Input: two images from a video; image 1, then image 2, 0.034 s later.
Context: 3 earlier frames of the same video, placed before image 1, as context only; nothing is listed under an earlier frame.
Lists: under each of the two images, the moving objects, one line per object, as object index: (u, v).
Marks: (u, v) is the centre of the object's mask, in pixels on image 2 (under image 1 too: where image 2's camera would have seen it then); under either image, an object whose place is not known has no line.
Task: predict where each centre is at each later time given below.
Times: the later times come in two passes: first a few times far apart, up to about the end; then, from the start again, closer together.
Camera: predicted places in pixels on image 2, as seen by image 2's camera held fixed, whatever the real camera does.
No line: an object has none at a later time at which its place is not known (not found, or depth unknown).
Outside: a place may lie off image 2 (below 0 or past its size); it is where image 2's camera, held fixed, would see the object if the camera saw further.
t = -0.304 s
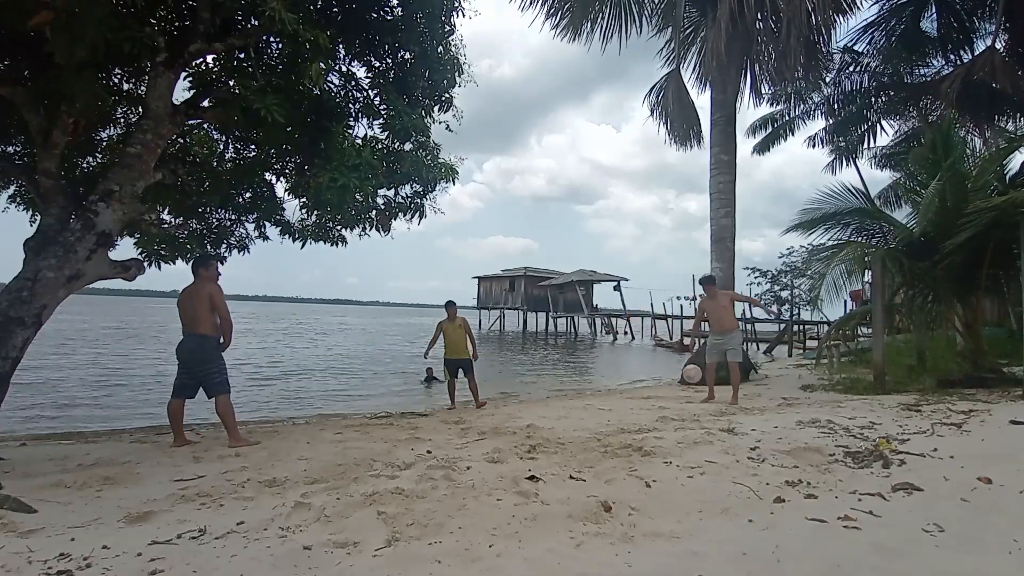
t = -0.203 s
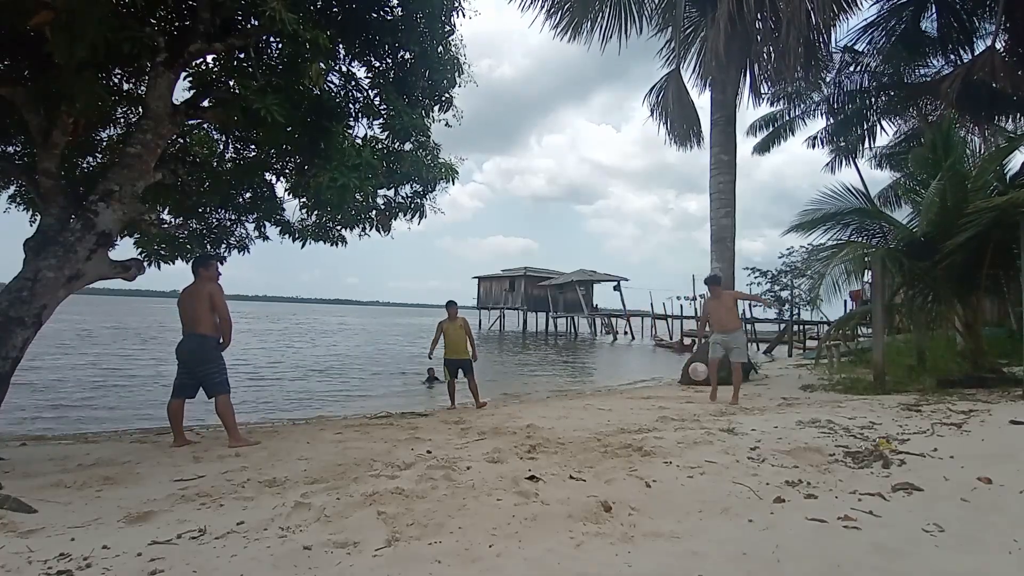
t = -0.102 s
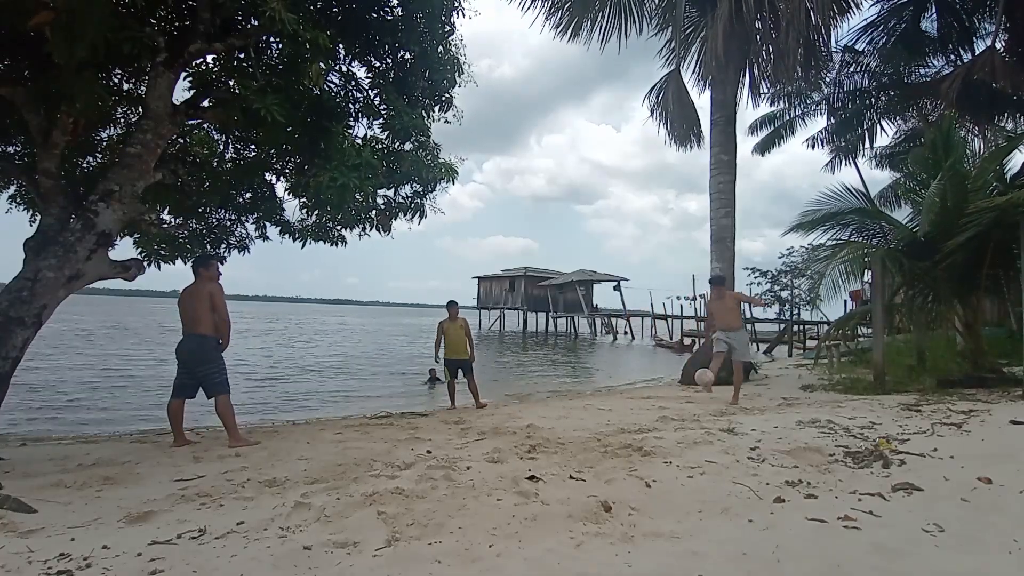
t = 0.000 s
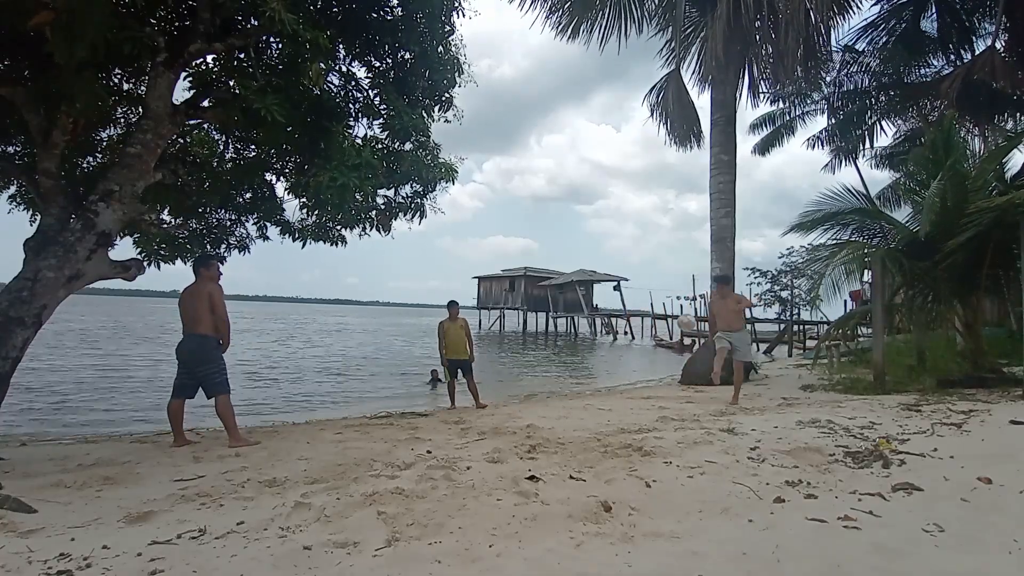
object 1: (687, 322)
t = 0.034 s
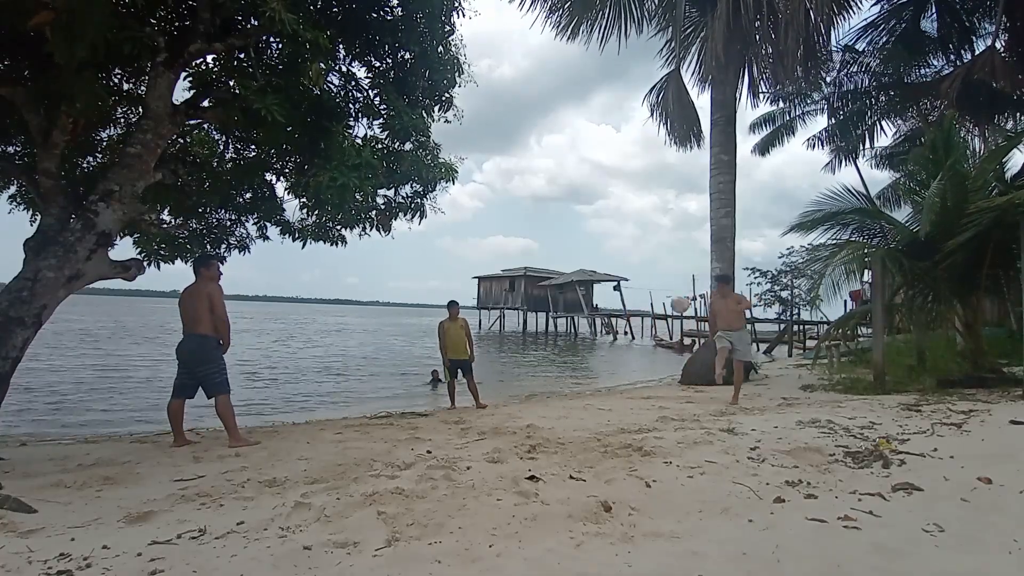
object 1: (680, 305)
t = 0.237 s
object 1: (640, 215)
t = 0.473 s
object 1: (592, 153)
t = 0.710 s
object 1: (542, 136)
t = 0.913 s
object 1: (497, 160)
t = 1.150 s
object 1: (439, 234)
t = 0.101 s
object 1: (667, 271)
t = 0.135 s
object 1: (660, 256)
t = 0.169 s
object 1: (653, 241)
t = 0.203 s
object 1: (647, 228)
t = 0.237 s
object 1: (640, 215)
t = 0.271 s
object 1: (633, 204)
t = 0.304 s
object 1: (627, 193)
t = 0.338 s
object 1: (620, 183)
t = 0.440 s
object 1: (599, 159)
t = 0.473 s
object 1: (592, 153)
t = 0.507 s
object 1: (585, 148)
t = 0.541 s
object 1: (578, 144)
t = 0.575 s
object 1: (571, 140)
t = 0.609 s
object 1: (564, 138)
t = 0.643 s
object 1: (557, 136)
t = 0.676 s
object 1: (549, 136)
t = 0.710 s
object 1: (542, 136)
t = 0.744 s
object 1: (535, 137)
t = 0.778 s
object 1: (527, 140)
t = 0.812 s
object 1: (519, 143)
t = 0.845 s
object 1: (512, 148)
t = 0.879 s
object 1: (504, 153)
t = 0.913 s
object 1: (497, 160)
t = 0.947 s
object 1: (488, 167)
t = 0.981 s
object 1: (481, 175)
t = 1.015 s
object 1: (472, 185)
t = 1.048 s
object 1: (464, 195)
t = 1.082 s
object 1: (456, 207)
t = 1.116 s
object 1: (448, 220)
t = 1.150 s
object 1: (439, 234)
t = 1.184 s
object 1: (431, 249)
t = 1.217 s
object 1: (422, 266)
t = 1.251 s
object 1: (413, 283)
